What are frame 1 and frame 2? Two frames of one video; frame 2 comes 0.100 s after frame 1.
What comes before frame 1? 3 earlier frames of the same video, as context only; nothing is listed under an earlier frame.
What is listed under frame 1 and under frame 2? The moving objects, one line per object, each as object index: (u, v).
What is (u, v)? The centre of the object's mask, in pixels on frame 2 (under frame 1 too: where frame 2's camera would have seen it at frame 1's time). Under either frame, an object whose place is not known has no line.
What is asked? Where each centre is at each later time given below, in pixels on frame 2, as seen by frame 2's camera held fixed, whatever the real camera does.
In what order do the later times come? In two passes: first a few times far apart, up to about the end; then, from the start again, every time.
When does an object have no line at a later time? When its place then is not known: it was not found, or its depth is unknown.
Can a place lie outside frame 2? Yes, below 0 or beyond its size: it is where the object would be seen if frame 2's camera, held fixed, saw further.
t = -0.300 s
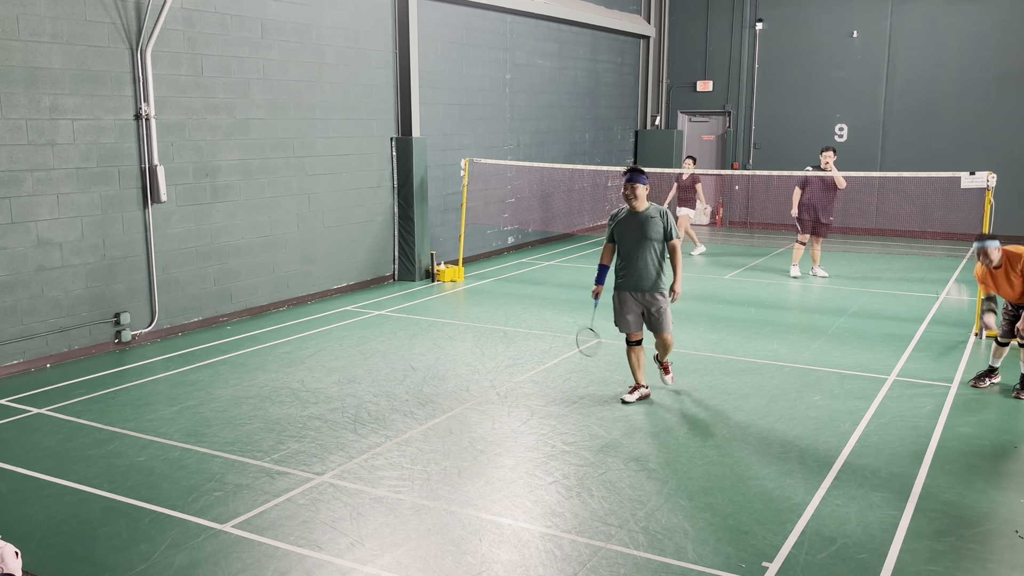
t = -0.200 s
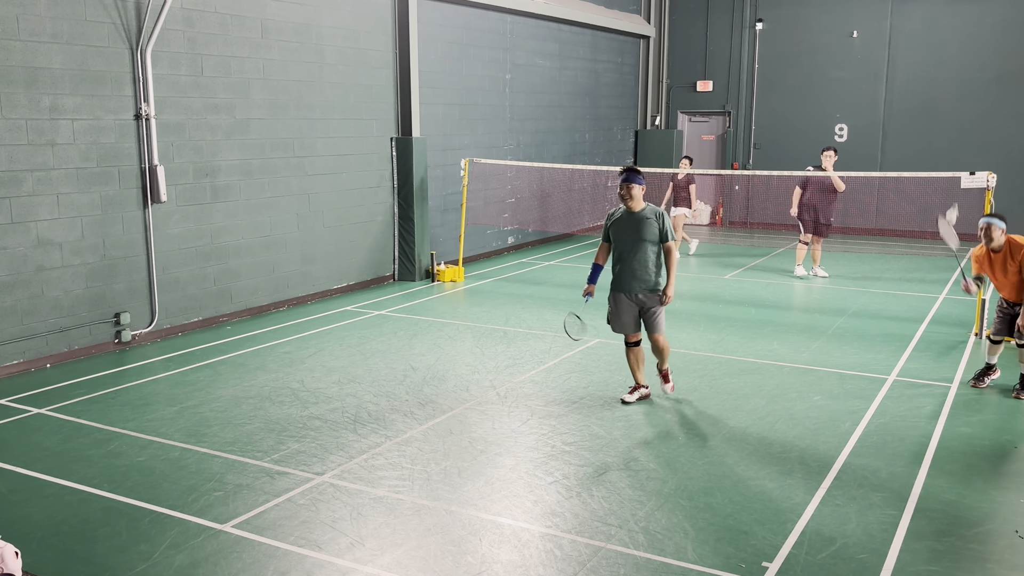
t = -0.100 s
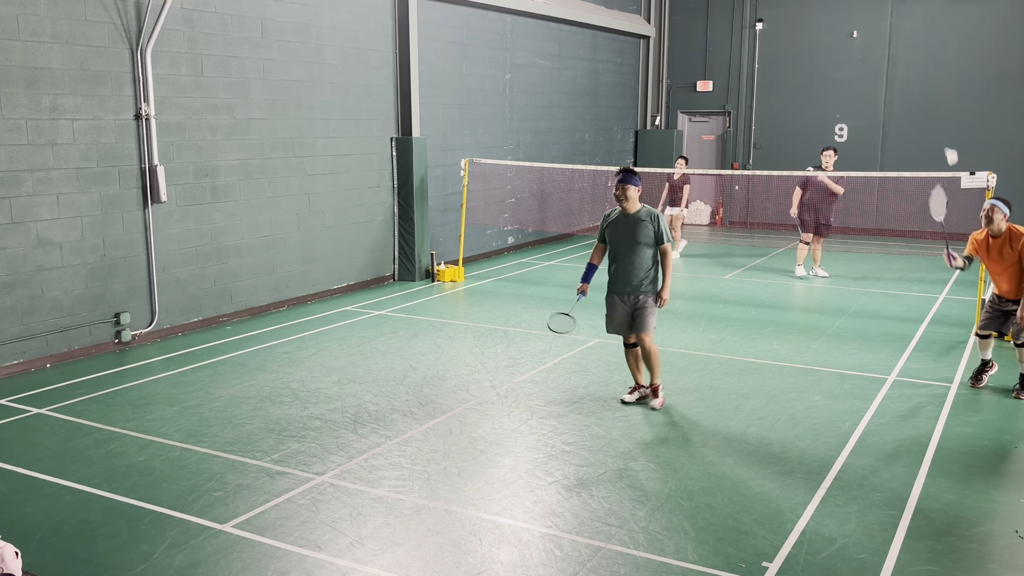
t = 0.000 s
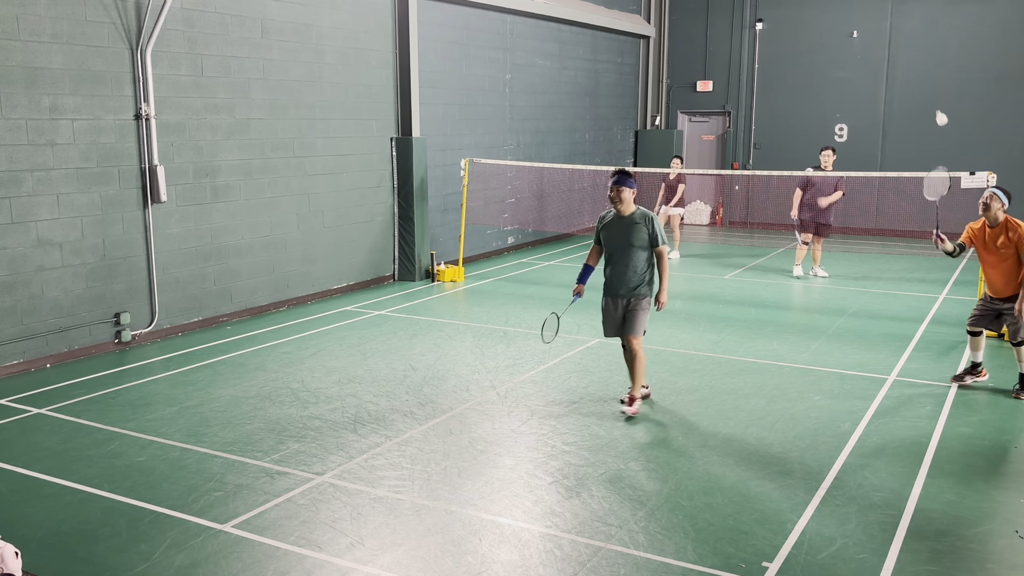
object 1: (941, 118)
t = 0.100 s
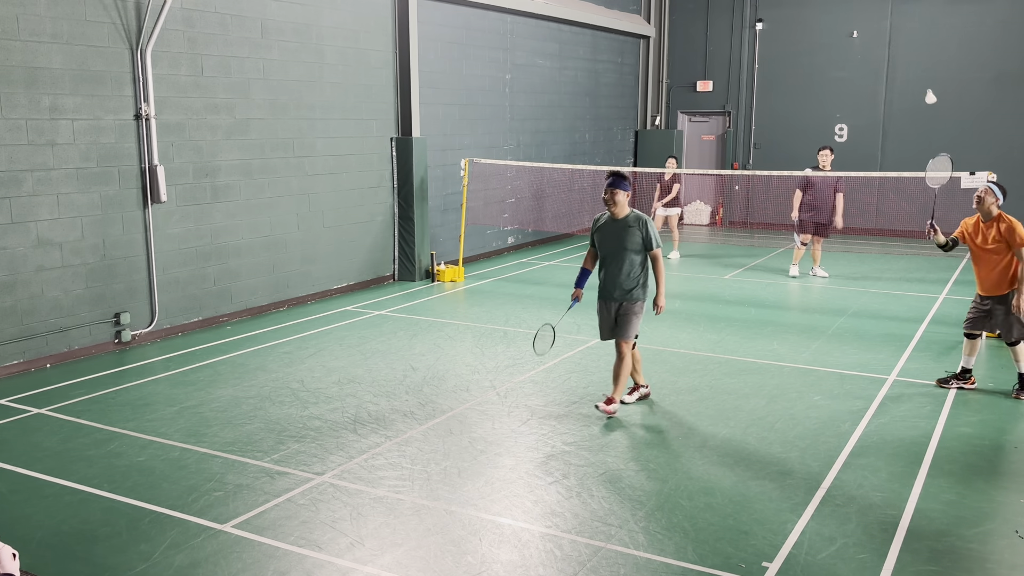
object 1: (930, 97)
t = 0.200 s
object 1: (920, 90)
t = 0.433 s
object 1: (898, 119)
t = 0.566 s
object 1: (881, 163)
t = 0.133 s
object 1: (927, 93)
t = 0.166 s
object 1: (923, 91)
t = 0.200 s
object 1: (920, 90)
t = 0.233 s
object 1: (917, 91)
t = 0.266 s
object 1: (914, 92)
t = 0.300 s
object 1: (911, 96)
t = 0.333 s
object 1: (908, 100)
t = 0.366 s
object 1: (905, 106)
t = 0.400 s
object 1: (901, 112)
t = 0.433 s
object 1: (898, 119)
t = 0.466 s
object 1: (894, 128)
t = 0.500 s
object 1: (889, 138)
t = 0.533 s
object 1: (884, 150)
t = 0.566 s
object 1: (881, 163)
